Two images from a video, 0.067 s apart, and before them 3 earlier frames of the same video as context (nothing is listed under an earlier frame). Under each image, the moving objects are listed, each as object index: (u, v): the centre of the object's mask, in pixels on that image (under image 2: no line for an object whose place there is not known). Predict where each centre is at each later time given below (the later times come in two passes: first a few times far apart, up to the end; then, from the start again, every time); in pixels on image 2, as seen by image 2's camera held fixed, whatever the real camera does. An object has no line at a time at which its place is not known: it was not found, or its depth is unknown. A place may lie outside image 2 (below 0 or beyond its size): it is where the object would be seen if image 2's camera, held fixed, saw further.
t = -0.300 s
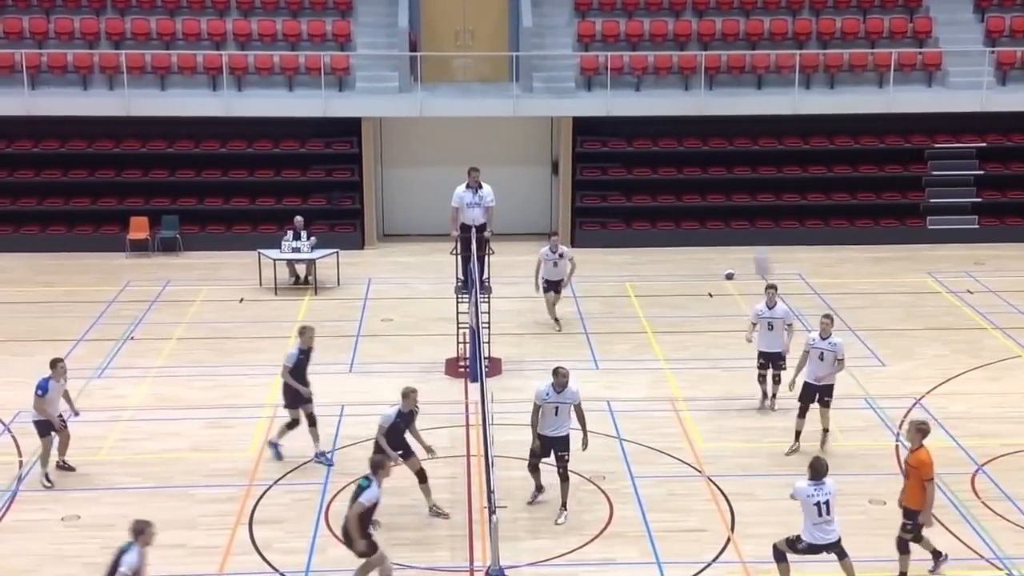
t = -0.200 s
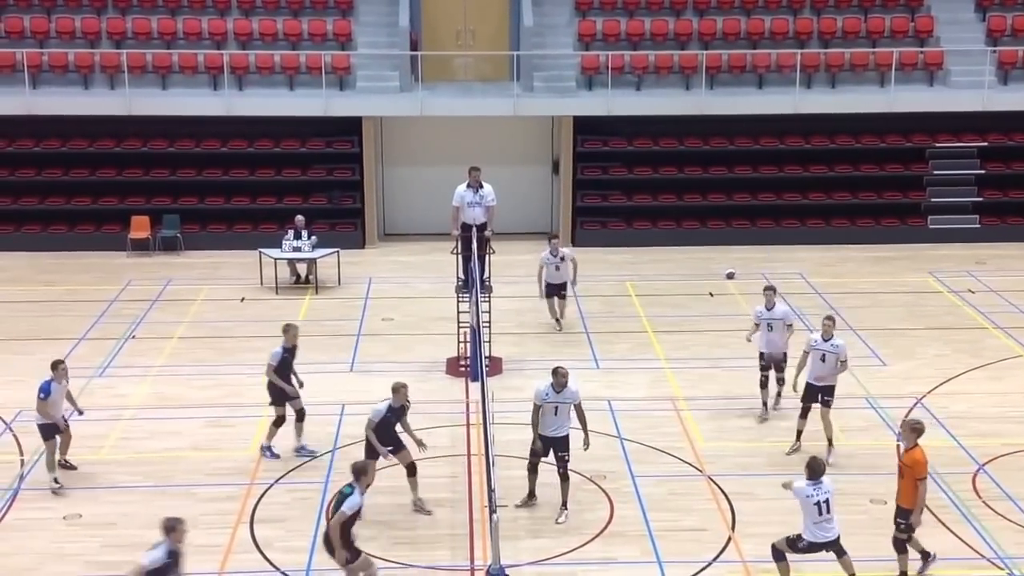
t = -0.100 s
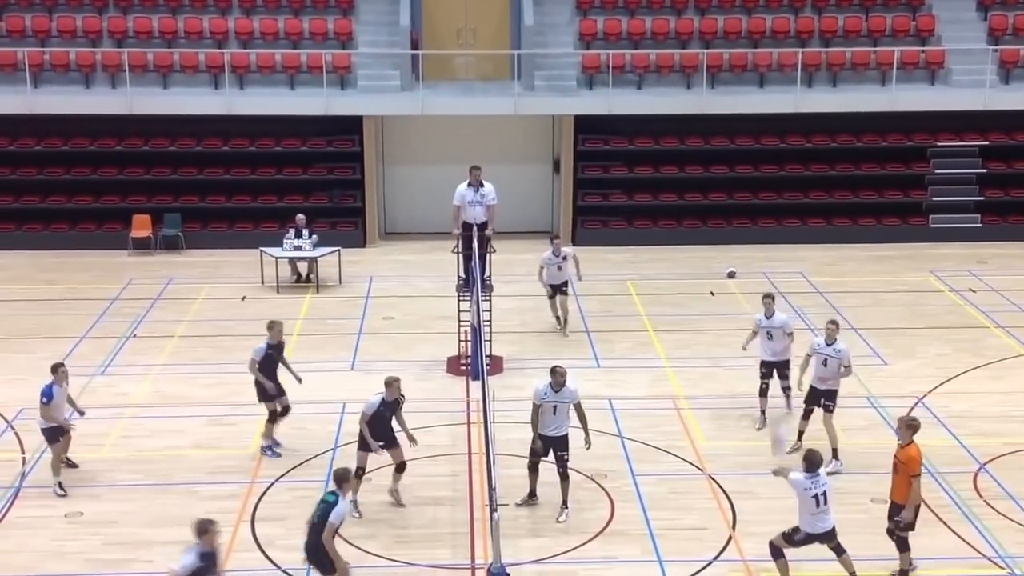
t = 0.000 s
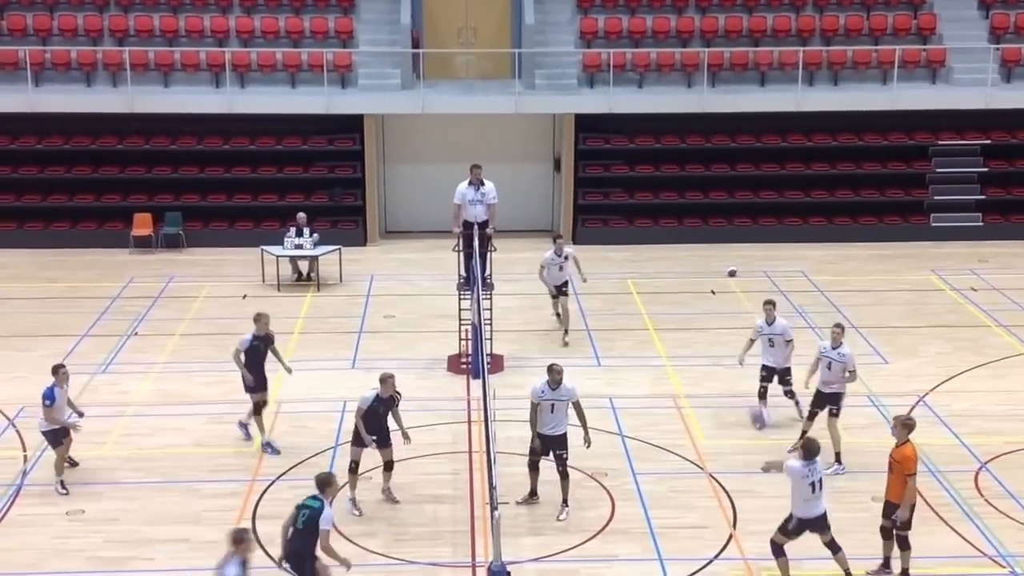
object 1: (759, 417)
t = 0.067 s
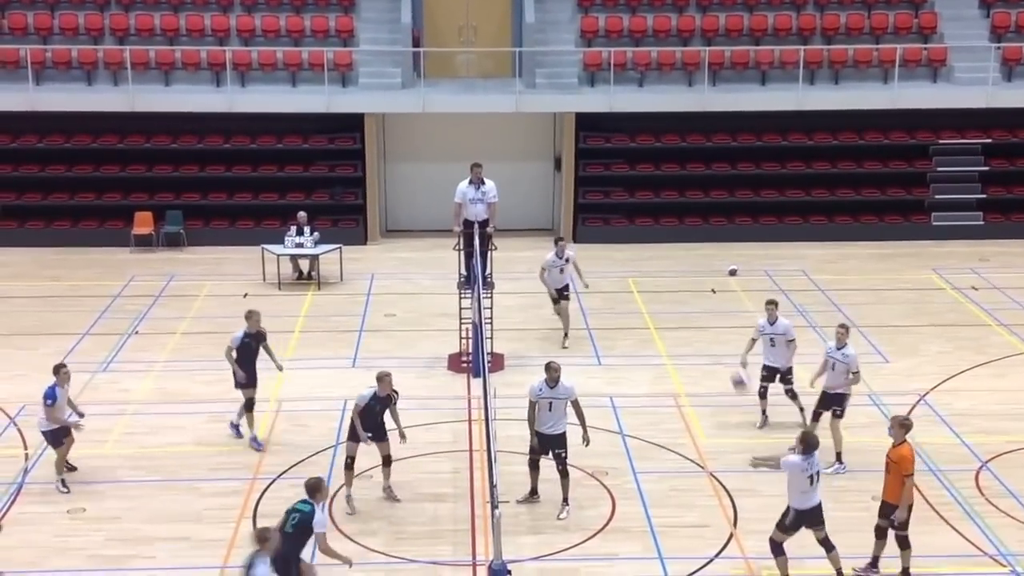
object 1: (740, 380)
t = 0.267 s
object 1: (685, 296)
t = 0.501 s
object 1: (617, 240)
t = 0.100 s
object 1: (732, 365)
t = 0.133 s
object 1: (722, 349)
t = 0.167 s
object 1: (713, 335)
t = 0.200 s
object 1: (704, 320)
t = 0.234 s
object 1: (695, 308)
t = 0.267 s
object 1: (685, 296)
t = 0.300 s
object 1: (675, 284)
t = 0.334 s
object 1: (665, 274)
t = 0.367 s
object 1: (656, 266)
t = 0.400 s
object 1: (646, 258)
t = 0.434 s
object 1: (637, 250)
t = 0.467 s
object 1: (626, 244)
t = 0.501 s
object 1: (617, 240)
